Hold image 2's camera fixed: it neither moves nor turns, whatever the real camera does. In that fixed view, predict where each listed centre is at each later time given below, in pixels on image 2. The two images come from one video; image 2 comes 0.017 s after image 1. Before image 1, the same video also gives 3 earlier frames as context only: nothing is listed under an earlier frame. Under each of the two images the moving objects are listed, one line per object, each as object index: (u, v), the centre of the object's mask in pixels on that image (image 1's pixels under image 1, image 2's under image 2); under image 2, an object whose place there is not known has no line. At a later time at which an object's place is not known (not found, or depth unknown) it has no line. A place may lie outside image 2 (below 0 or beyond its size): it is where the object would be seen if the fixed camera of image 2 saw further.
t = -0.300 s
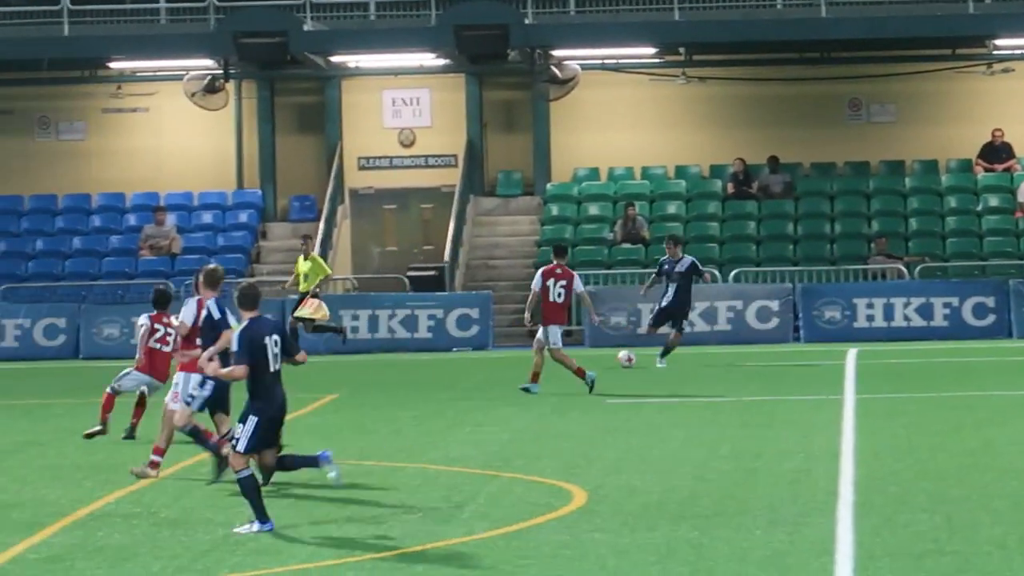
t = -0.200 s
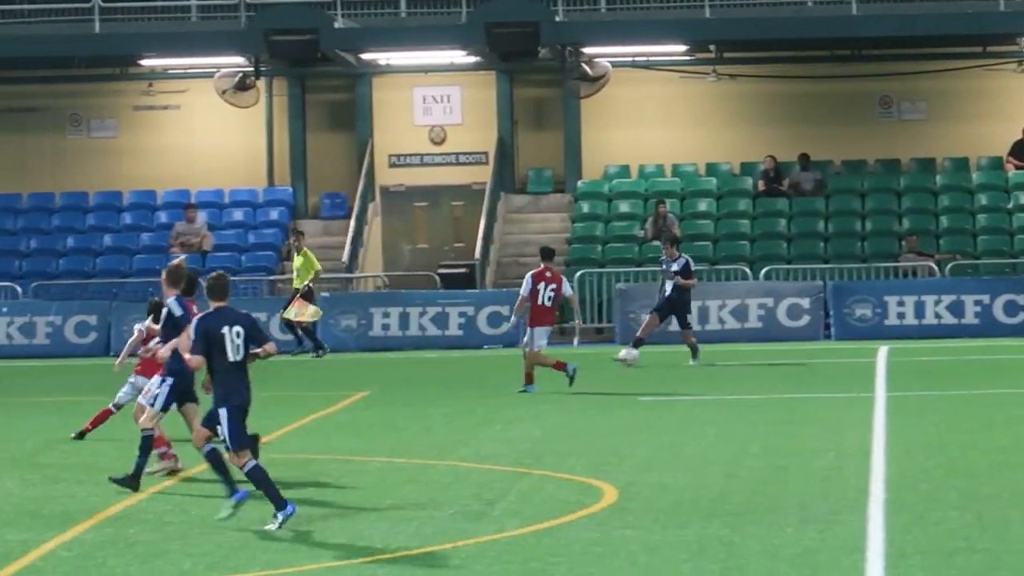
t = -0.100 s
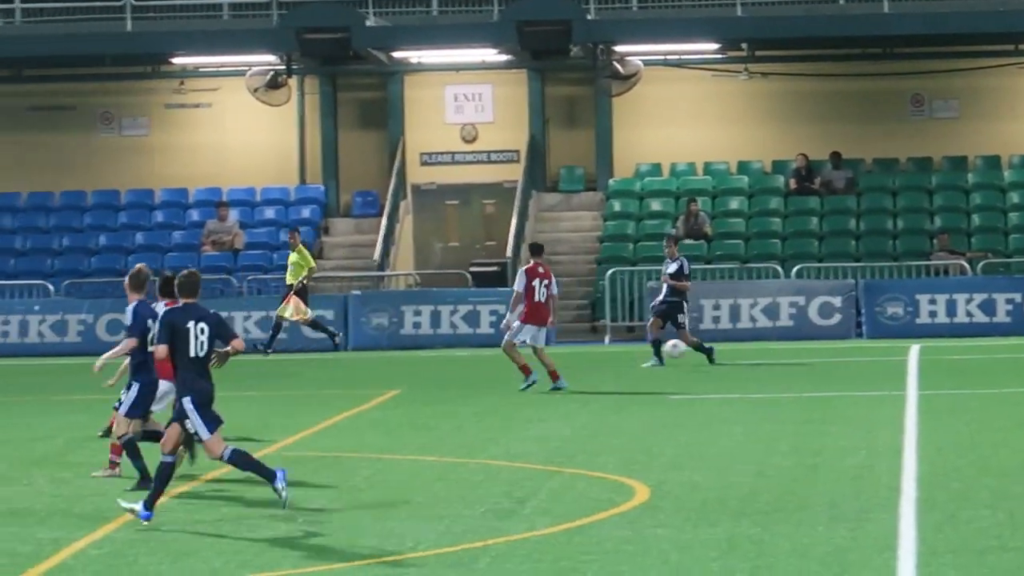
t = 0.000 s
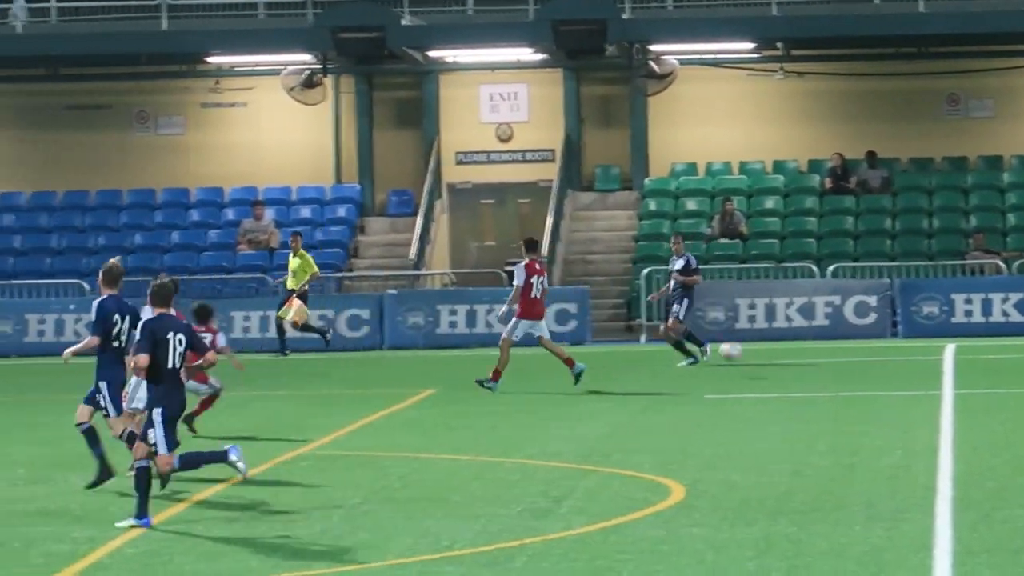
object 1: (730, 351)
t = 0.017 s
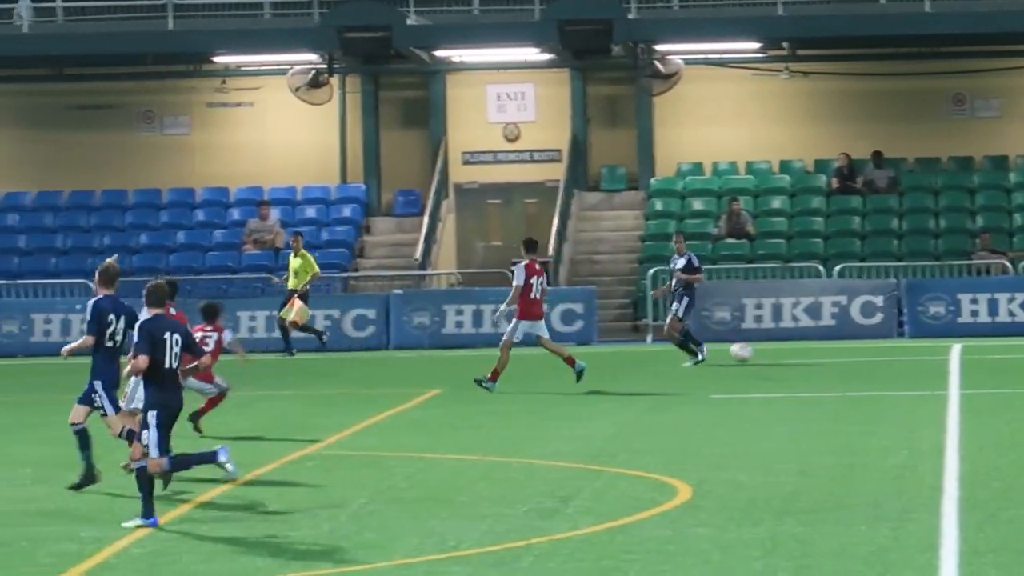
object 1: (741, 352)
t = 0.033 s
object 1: (744, 354)
